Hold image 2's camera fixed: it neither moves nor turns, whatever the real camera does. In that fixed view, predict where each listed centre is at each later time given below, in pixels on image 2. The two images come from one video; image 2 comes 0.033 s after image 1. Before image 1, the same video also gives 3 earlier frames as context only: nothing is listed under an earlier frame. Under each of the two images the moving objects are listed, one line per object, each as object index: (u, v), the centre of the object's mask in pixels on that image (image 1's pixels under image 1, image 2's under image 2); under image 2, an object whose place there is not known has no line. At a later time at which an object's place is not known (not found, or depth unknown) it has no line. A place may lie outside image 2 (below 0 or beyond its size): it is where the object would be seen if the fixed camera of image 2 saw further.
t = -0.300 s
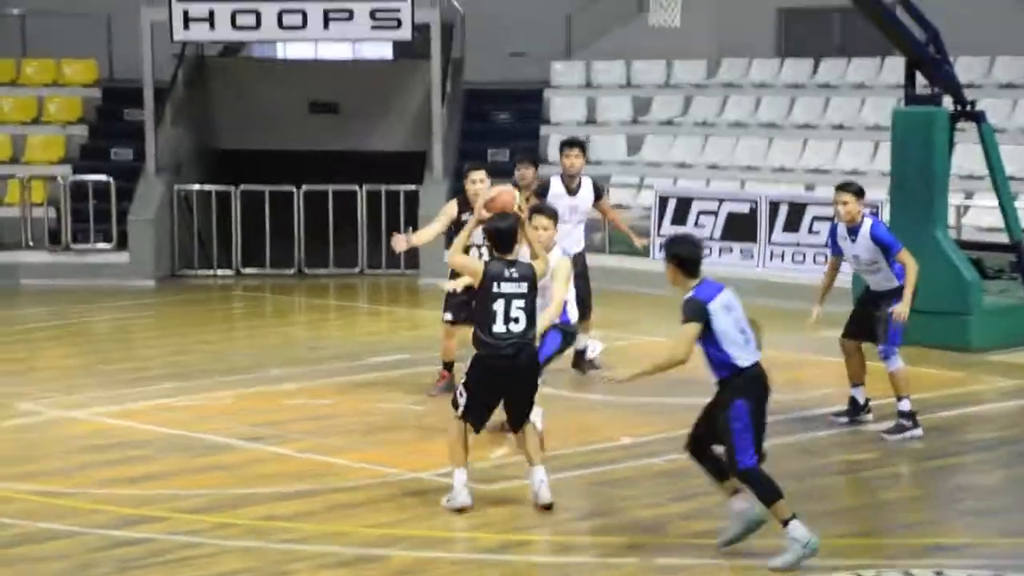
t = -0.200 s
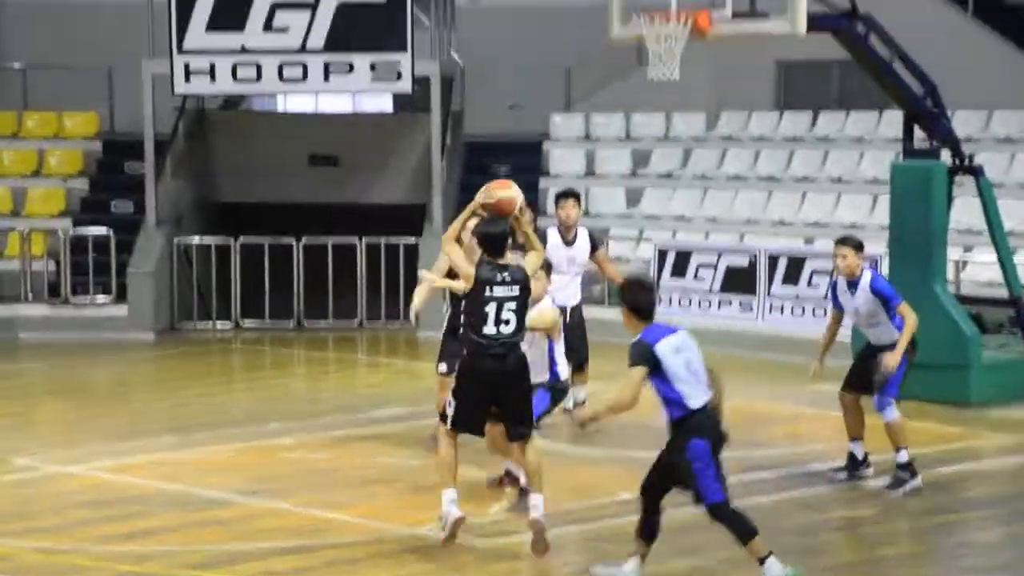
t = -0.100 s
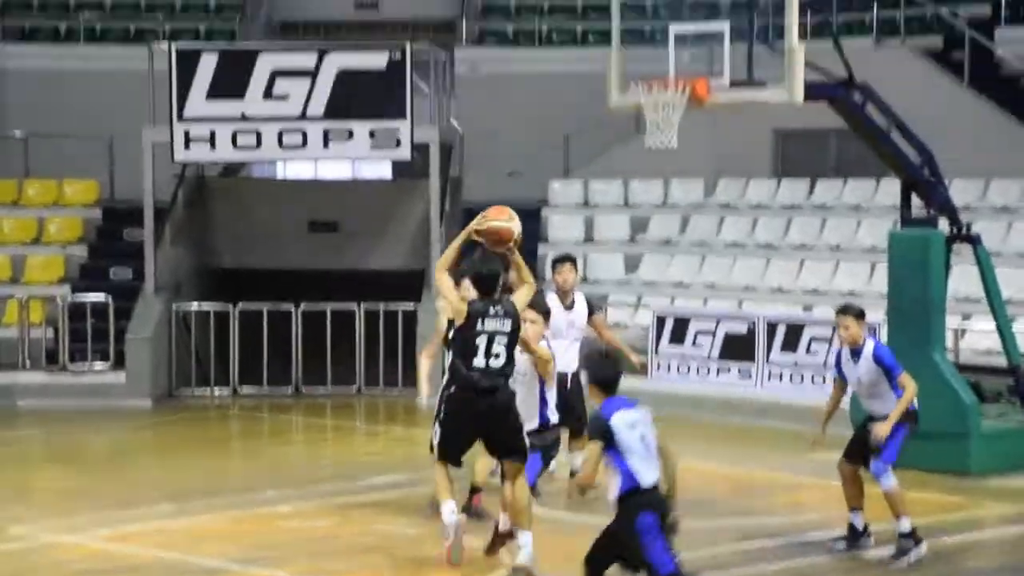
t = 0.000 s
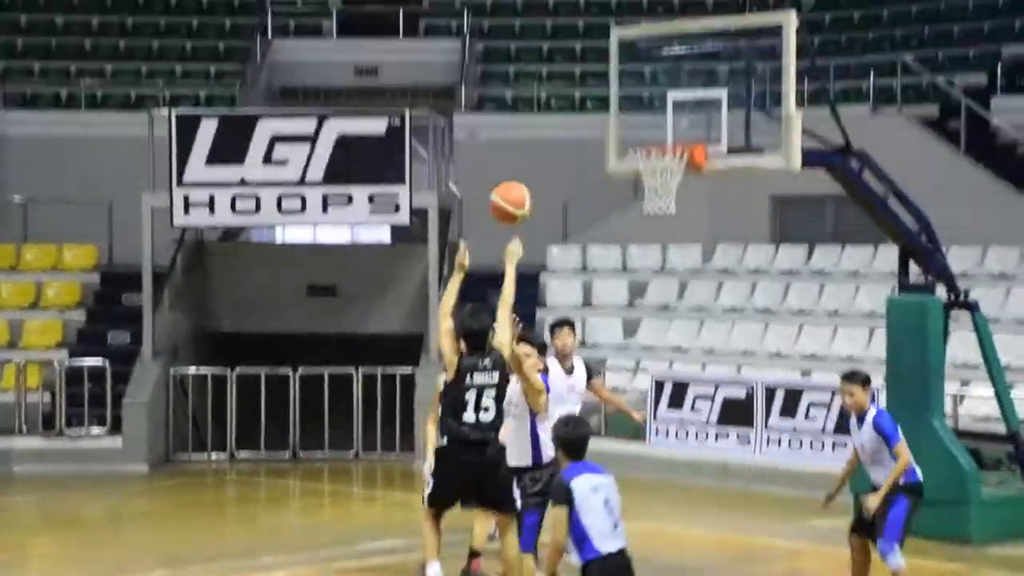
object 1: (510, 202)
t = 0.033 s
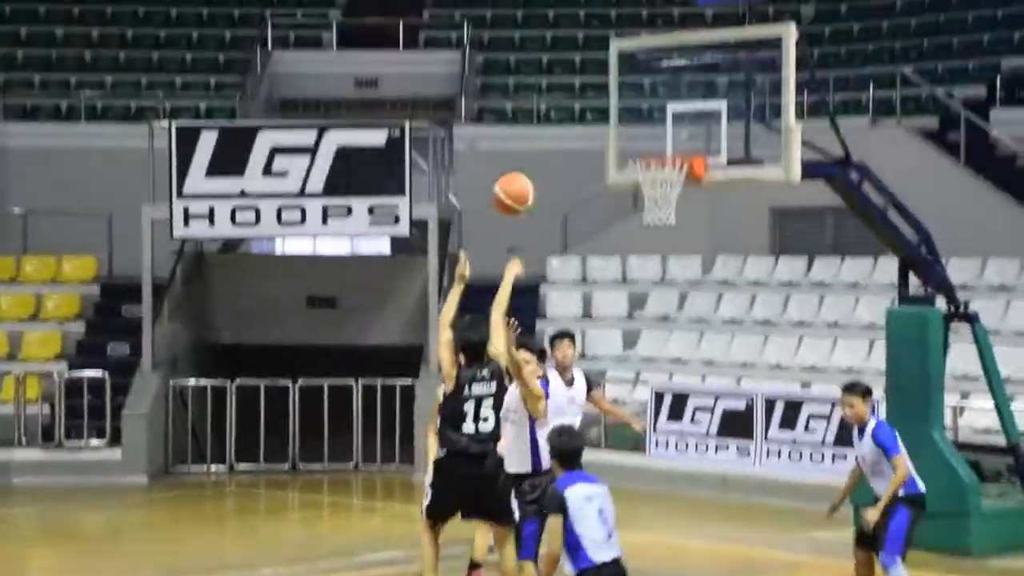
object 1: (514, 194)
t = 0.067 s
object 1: (521, 154)
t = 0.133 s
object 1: (531, 98)
